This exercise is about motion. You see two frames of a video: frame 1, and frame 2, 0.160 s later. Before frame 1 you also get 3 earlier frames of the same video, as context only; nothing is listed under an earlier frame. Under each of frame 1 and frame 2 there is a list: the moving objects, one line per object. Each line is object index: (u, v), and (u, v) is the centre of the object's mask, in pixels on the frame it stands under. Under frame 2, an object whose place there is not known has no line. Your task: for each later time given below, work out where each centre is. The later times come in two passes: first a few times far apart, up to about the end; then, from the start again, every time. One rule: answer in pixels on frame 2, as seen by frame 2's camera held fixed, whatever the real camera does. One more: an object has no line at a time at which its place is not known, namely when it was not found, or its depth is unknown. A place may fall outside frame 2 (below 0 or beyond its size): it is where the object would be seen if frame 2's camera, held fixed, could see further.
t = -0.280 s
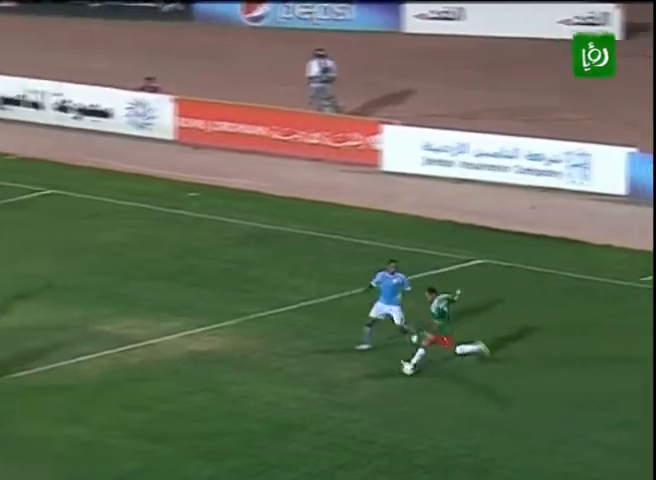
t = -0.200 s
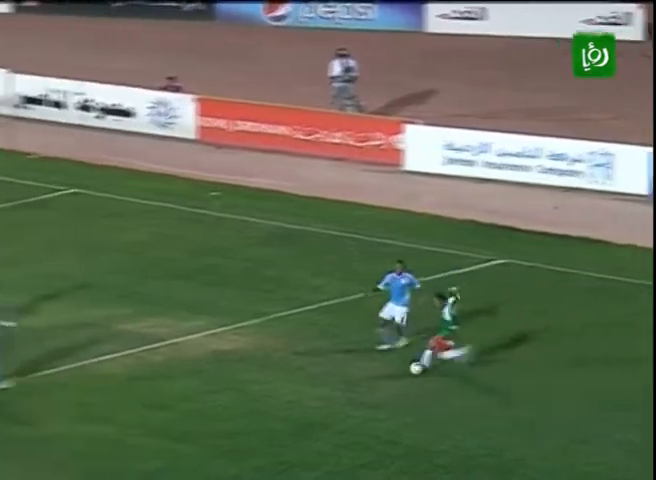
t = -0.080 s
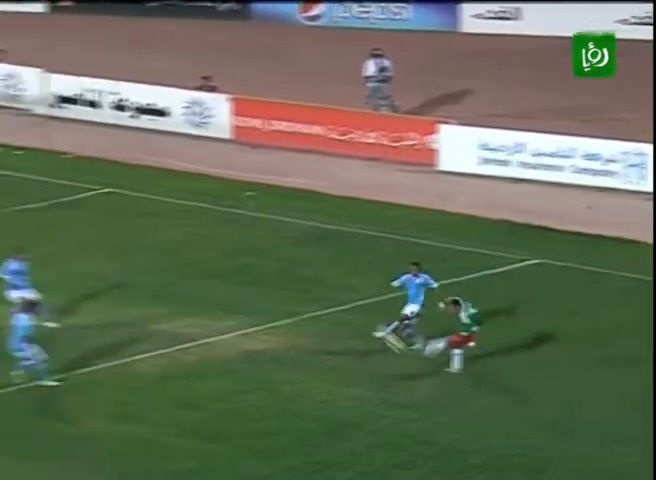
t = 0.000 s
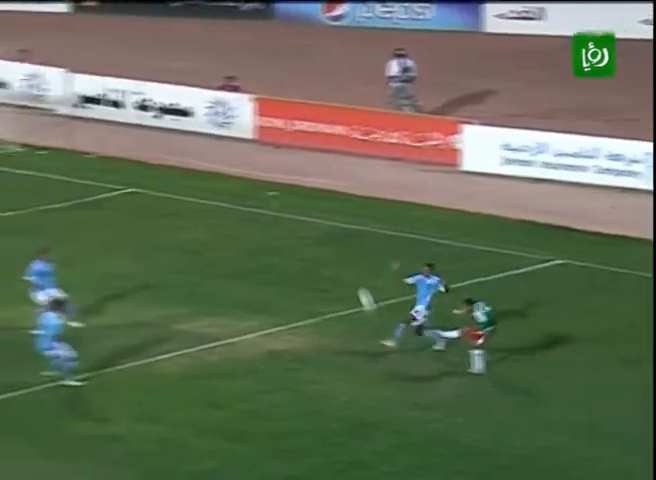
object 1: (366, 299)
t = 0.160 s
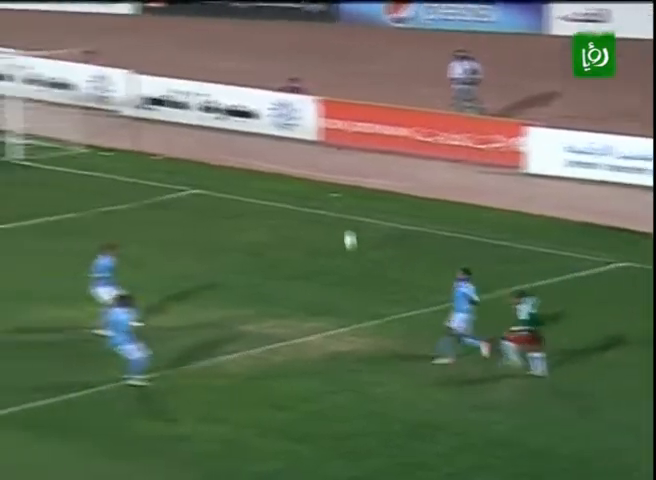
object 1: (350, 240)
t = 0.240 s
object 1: (312, 217)
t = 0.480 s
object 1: (203, 175)
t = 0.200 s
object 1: (330, 228)
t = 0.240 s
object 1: (312, 217)
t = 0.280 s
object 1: (293, 207)
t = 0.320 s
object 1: (275, 198)
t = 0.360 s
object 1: (256, 191)
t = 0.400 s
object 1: (238, 185)
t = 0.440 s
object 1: (220, 179)
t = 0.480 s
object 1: (203, 175)
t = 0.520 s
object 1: (185, 172)
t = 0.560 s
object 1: (168, 170)
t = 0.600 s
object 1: (152, 168)
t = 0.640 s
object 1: (135, 169)
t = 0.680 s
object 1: (119, 169)
